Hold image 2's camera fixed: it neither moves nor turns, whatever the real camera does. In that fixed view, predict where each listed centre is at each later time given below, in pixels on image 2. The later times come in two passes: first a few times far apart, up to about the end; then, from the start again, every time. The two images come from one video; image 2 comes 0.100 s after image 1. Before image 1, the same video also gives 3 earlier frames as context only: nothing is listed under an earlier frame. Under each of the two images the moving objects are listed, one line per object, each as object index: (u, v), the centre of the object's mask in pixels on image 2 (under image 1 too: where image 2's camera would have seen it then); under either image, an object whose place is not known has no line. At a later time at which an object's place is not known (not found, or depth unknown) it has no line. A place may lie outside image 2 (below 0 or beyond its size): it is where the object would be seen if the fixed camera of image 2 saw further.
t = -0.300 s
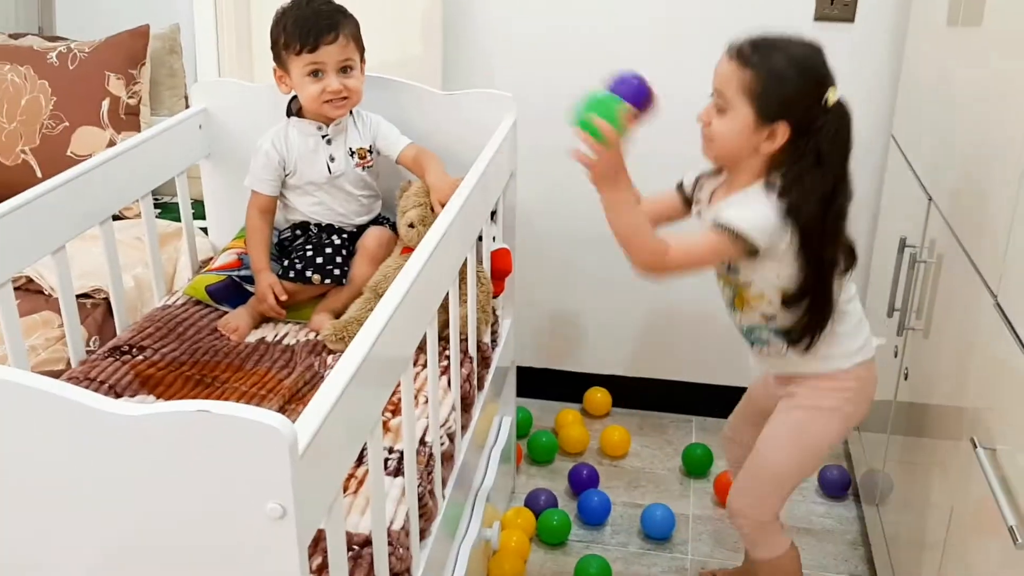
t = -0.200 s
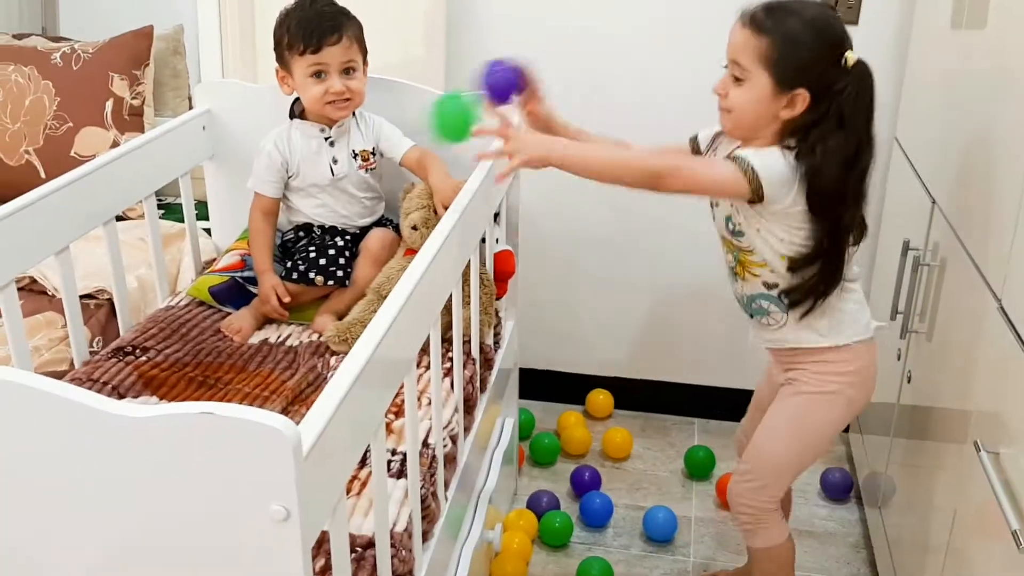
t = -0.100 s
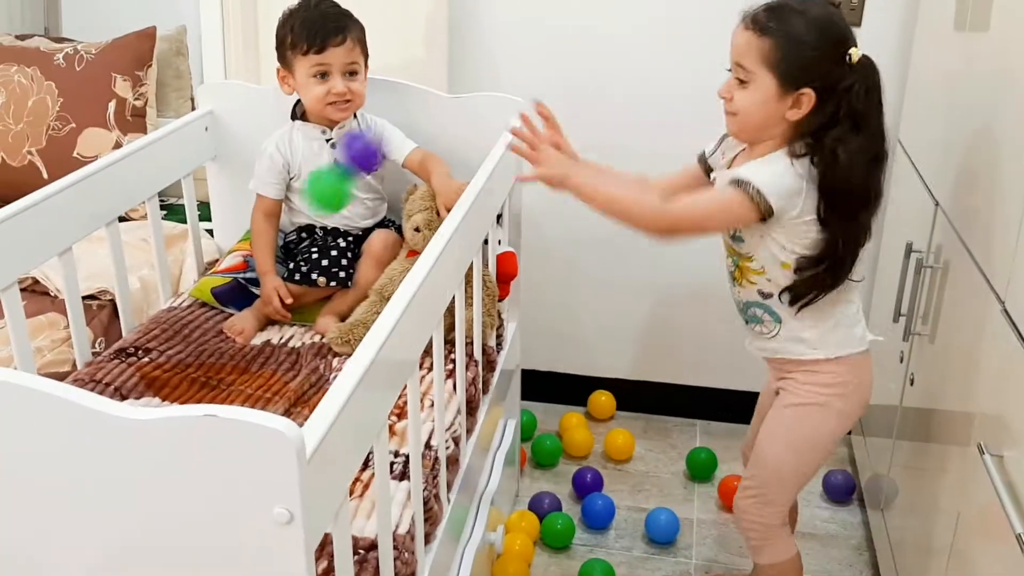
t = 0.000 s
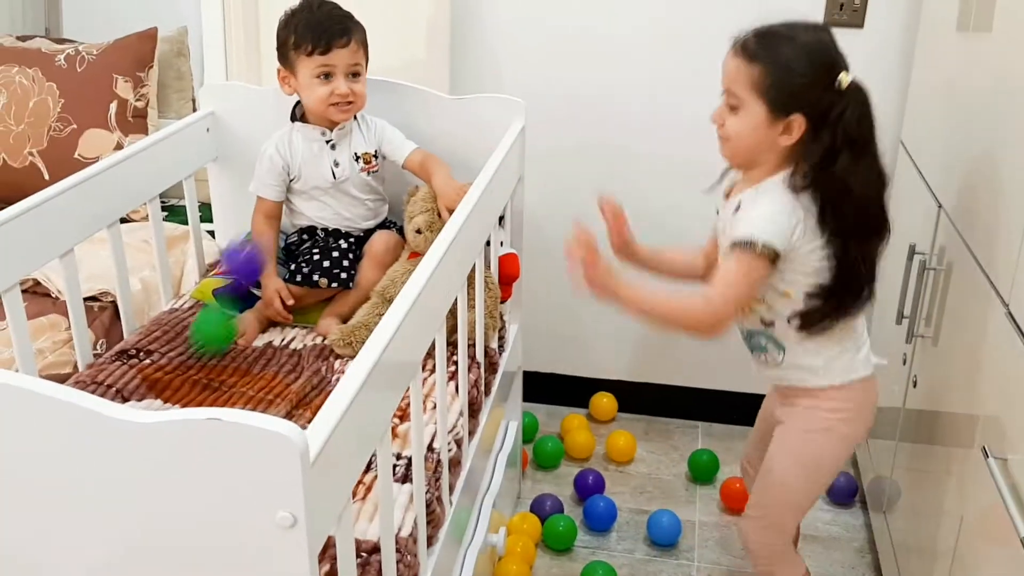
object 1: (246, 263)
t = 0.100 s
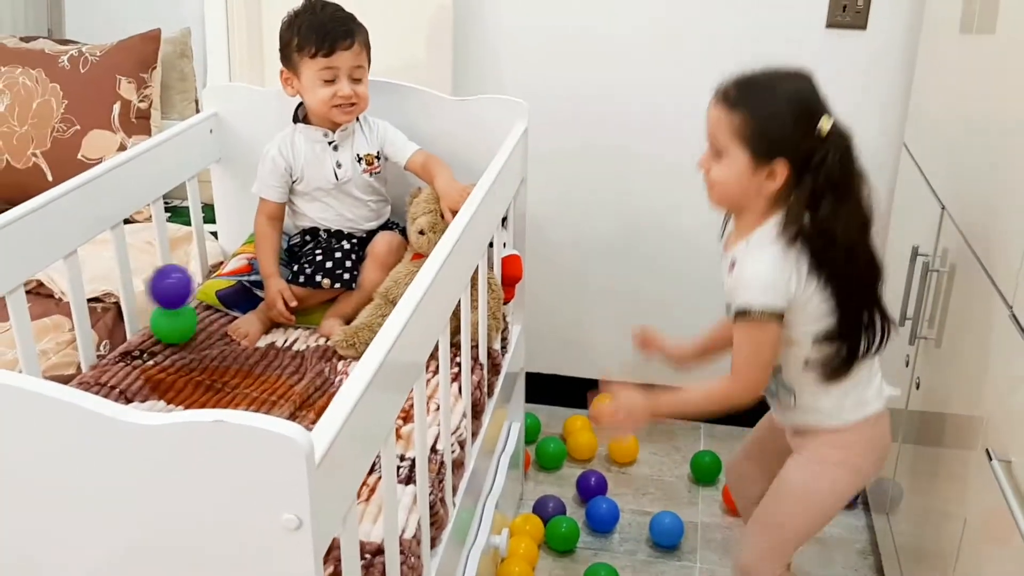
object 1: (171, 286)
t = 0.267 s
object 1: (131, 335)
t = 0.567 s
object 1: (239, 364)
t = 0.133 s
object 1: (152, 285)
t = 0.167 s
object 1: (134, 290)
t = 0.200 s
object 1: (117, 302)
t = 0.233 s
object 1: (117, 316)
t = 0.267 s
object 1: (131, 335)
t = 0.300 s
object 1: (142, 341)
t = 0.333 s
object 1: (153, 339)
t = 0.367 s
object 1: (165, 343)
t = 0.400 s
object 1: (177, 352)
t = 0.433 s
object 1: (189, 356)
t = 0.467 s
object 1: (202, 357)
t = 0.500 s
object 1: (215, 361)
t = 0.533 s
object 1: (227, 363)
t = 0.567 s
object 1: (239, 364)
